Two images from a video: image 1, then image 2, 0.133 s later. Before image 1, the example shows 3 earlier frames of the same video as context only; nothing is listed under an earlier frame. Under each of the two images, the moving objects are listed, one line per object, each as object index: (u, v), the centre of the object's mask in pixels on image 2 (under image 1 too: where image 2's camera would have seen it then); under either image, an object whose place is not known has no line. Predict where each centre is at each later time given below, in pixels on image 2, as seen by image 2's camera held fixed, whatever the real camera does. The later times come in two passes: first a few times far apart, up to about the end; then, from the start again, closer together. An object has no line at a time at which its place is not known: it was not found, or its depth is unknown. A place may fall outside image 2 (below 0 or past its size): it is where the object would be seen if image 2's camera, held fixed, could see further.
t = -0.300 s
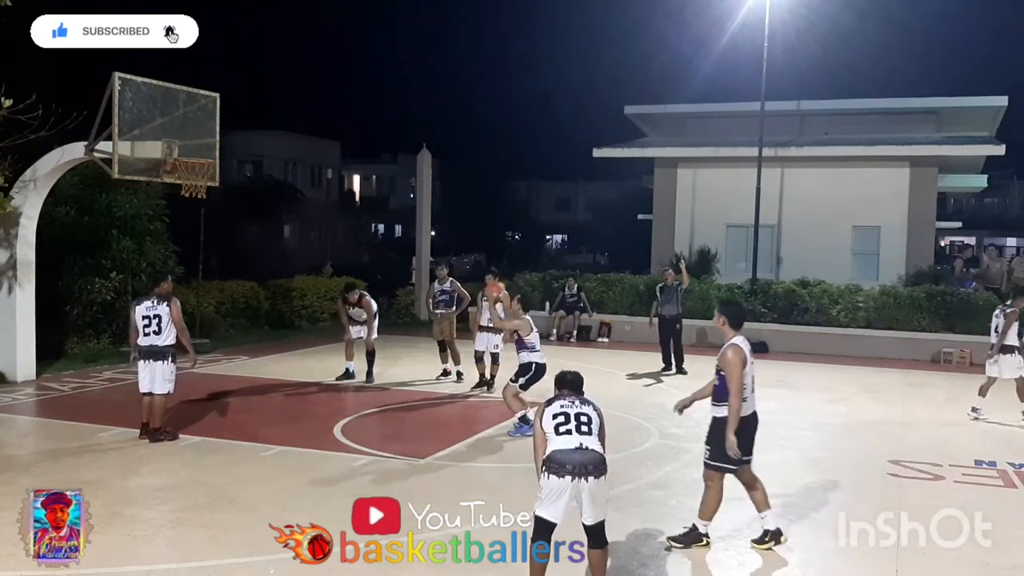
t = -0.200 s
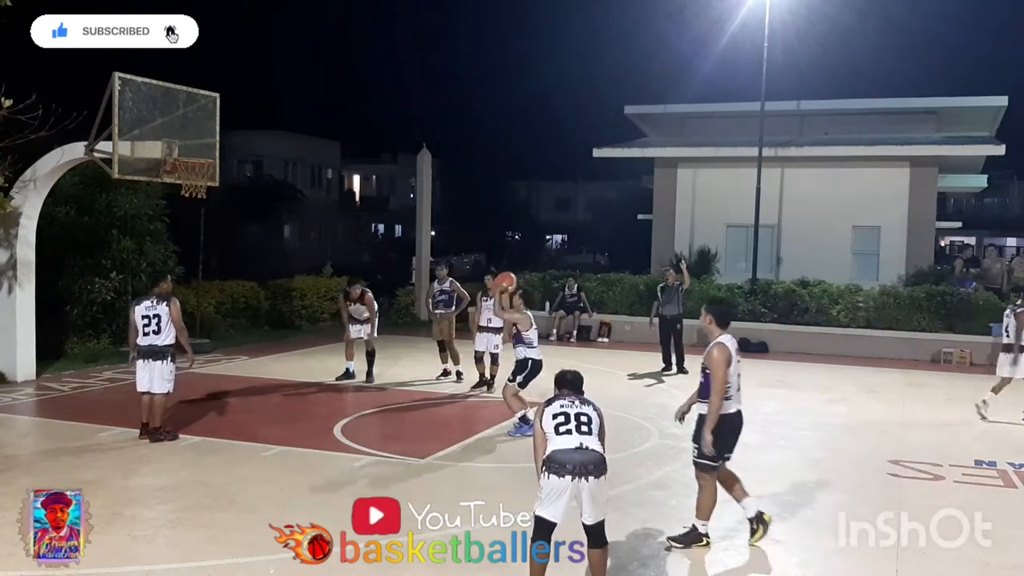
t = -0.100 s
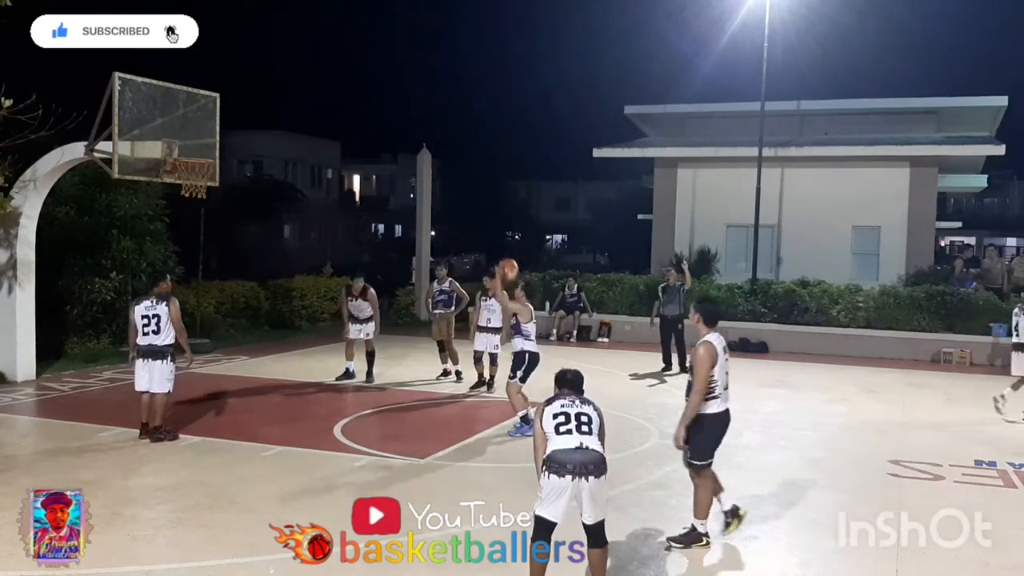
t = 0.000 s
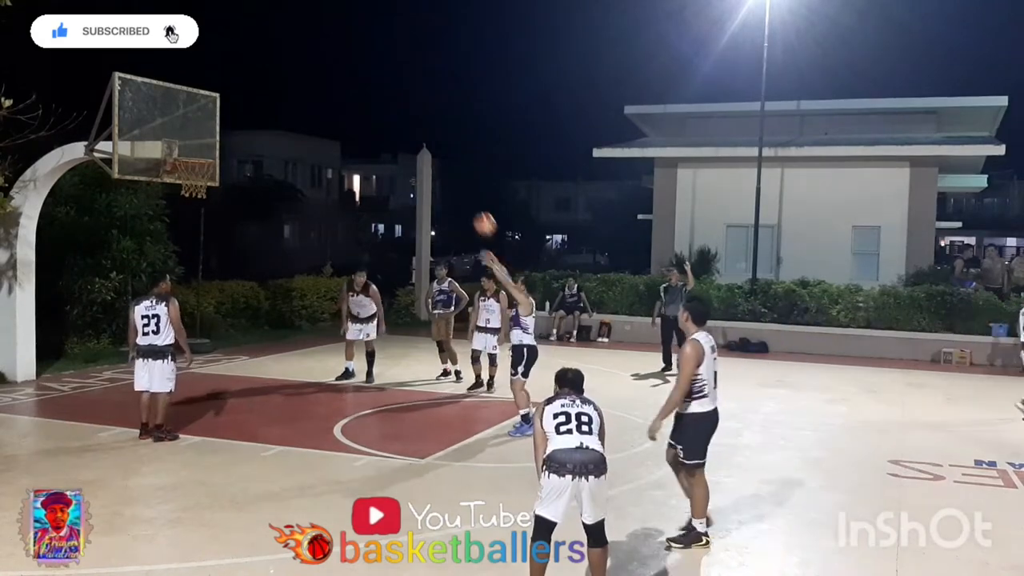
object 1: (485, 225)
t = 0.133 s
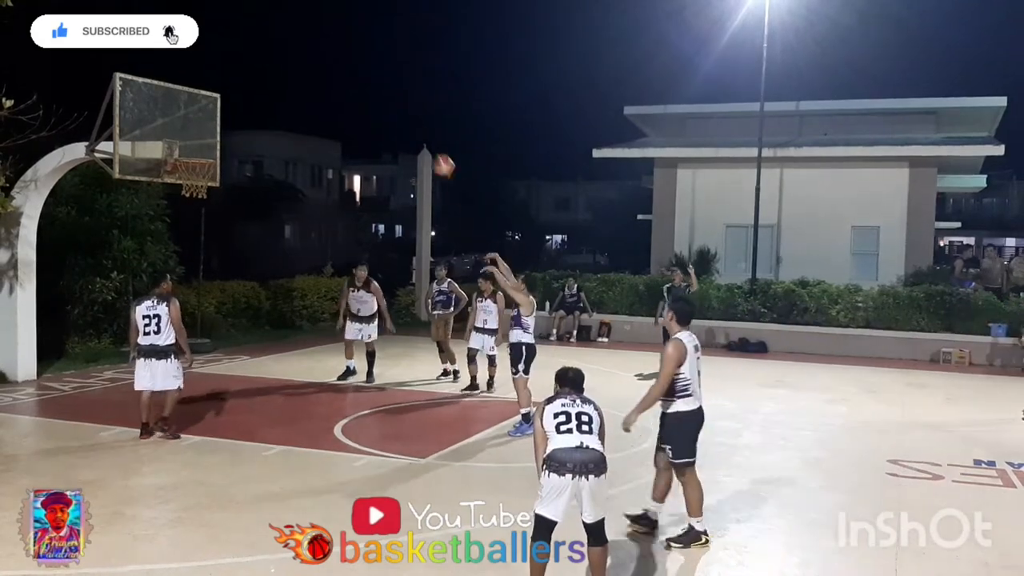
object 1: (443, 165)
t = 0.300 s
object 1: (392, 116)
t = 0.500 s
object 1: (331, 89)
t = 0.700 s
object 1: (274, 95)
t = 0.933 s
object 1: (214, 144)
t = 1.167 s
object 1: (195, 153)
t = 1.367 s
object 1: (192, 159)
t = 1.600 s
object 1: (186, 185)
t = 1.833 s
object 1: (203, 235)
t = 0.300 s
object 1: (392, 116)
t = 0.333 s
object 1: (382, 109)
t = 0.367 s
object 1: (371, 103)
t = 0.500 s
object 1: (331, 89)
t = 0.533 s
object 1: (321, 88)
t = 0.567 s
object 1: (312, 88)
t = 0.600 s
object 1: (302, 88)
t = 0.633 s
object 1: (293, 90)
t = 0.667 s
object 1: (284, 92)
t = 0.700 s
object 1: (274, 95)
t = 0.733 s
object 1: (266, 100)
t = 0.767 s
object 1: (256, 104)
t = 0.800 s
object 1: (247, 110)
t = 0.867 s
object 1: (231, 125)
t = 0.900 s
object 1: (223, 134)
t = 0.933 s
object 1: (214, 144)
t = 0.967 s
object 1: (206, 152)
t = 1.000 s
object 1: (202, 152)
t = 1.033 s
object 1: (197, 153)
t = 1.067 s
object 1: (193, 153)
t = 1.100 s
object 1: (187, 154)
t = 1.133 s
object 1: (190, 154)
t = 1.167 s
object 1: (195, 153)
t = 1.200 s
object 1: (200, 154)
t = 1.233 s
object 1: (204, 155)
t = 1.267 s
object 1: (202, 156)
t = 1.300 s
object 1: (198, 156)
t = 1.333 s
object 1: (195, 158)
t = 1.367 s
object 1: (192, 159)
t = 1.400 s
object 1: (184, 166)
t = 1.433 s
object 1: (182, 169)
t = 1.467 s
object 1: (183, 171)
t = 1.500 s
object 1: (181, 176)
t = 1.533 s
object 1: (182, 179)
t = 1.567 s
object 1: (184, 181)
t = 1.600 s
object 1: (186, 185)
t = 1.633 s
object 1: (189, 191)
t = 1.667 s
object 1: (192, 194)
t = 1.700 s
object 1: (194, 202)
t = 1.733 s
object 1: (196, 209)
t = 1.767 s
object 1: (199, 217)
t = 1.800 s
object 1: (201, 225)
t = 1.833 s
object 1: (203, 235)
